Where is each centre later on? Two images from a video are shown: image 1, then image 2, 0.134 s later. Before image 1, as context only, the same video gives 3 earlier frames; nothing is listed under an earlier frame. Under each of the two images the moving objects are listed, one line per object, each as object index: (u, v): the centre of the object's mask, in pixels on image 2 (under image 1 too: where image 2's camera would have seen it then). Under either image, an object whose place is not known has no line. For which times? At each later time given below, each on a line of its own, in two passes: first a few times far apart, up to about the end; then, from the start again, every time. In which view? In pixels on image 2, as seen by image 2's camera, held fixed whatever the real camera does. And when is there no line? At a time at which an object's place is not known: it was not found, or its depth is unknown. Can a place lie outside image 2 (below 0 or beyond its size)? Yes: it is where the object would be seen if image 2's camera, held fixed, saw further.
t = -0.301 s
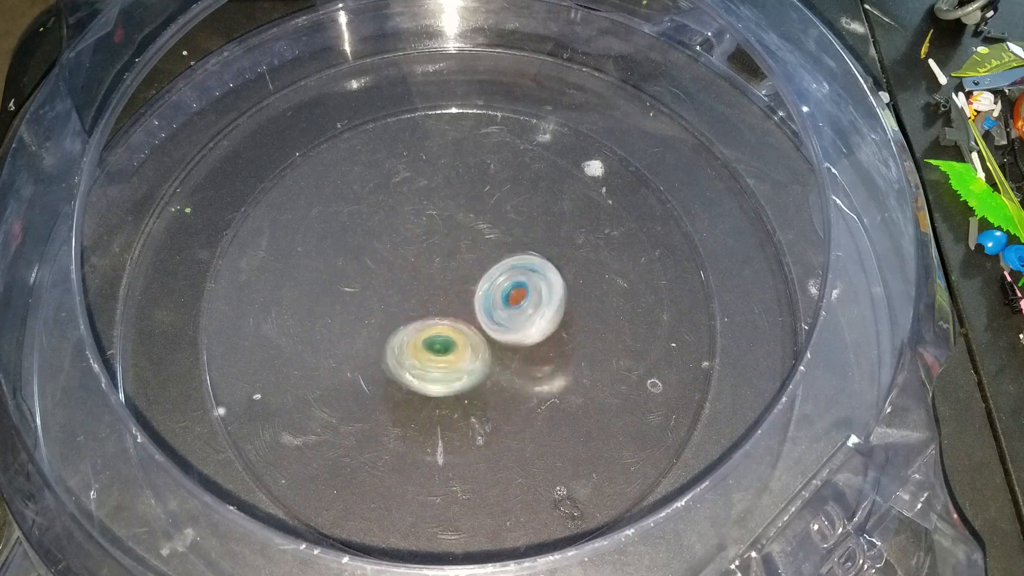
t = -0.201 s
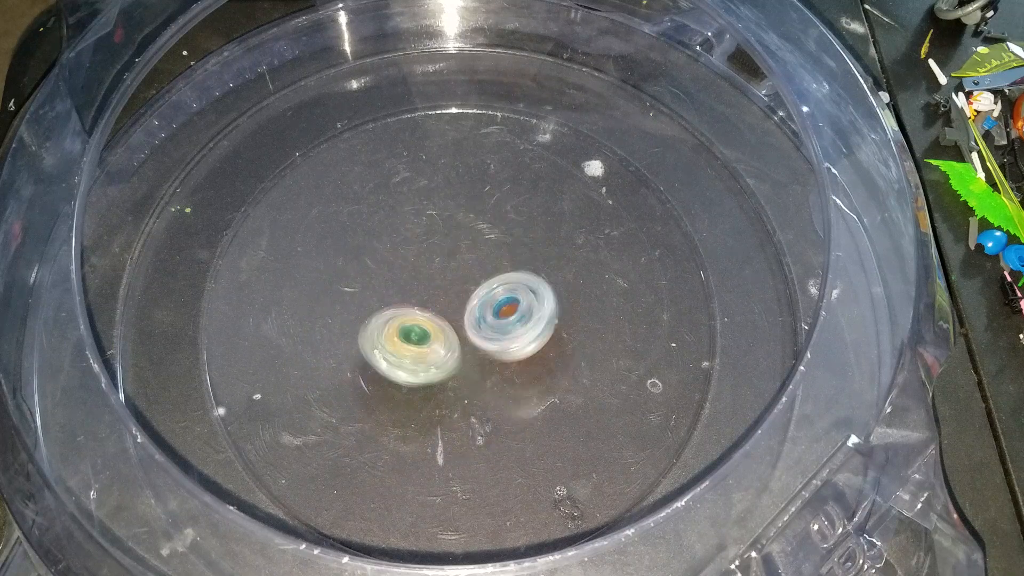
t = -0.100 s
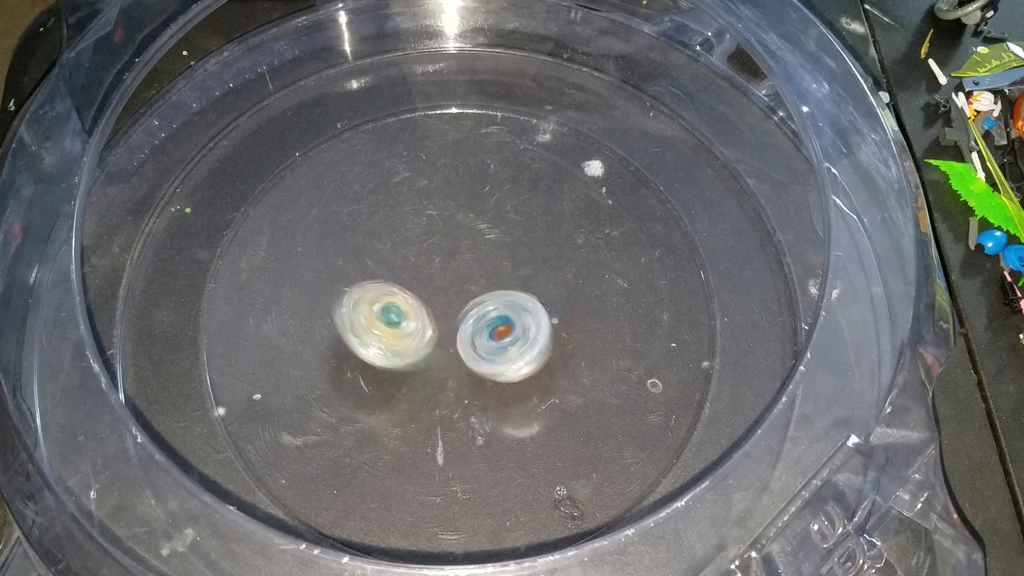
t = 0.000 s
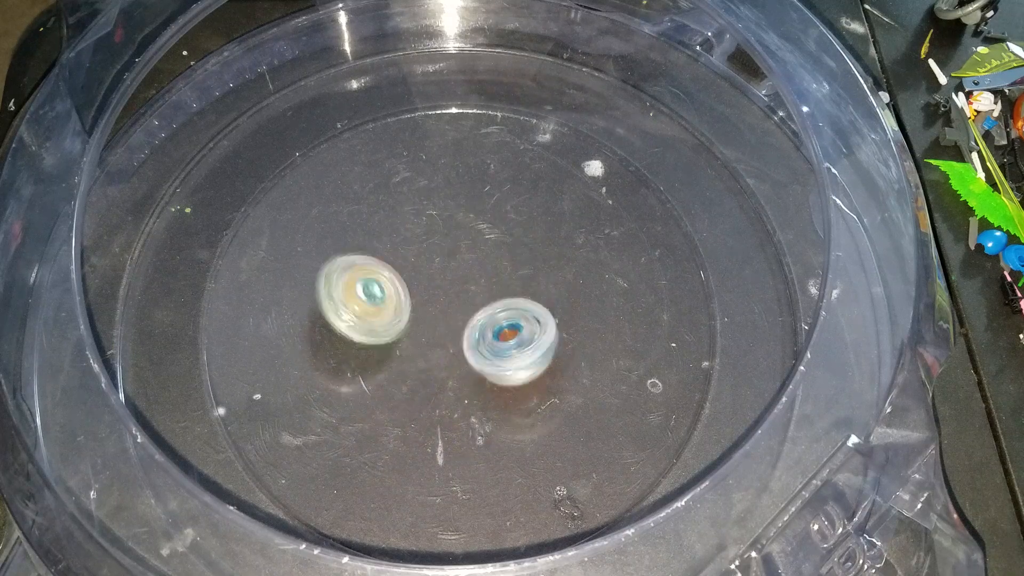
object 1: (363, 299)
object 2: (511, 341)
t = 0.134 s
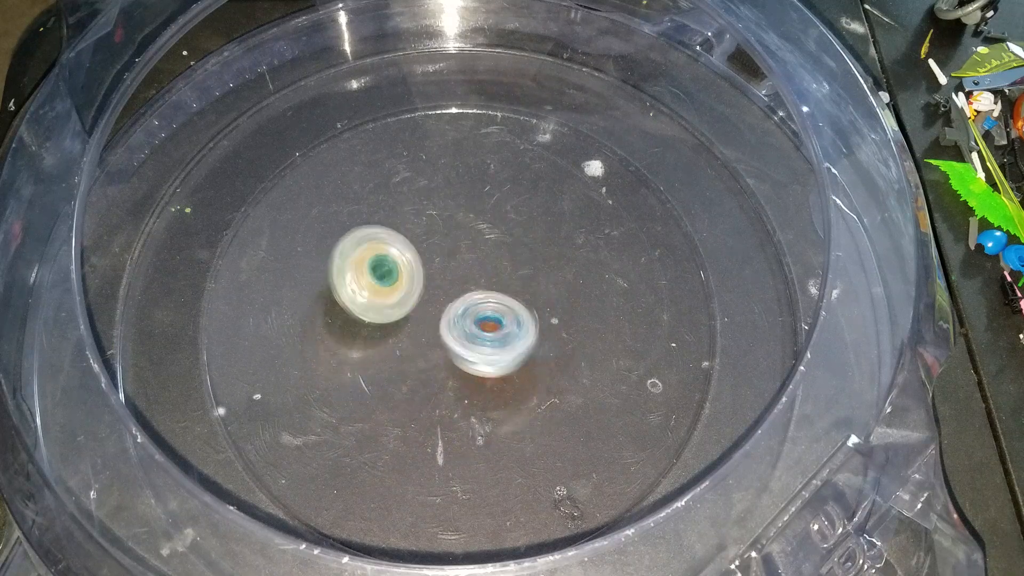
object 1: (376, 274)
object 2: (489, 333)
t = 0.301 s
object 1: (412, 247)
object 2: (461, 324)
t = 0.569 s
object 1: (498, 255)
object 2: (438, 347)
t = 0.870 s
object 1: (532, 353)
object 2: (392, 326)
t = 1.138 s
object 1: (435, 371)
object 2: (448, 272)
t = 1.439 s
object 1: (390, 306)
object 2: (499, 253)
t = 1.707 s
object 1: (423, 314)
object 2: (515, 270)
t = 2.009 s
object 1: (421, 343)
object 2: (502, 290)
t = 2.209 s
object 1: (425, 335)
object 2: (508, 294)
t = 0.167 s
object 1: (382, 269)
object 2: (479, 329)
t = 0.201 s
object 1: (390, 266)
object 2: (471, 324)
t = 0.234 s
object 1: (397, 260)
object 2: (466, 322)
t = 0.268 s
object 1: (405, 252)
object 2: (463, 325)
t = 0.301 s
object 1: (412, 247)
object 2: (461, 324)
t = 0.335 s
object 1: (422, 245)
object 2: (461, 325)
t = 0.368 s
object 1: (432, 240)
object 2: (462, 331)
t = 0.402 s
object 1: (439, 239)
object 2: (461, 337)
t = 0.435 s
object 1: (449, 240)
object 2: (456, 338)
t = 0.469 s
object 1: (460, 244)
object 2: (452, 336)
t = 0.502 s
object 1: (471, 250)
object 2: (451, 335)
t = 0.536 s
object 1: (485, 252)
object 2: (444, 343)
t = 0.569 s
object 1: (498, 255)
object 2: (438, 347)
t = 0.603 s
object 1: (508, 263)
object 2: (435, 349)
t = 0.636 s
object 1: (515, 273)
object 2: (432, 351)
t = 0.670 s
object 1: (519, 283)
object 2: (430, 351)
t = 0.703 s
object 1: (521, 296)
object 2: (429, 349)
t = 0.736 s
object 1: (521, 309)
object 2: (430, 348)
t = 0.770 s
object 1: (518, 320)
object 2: (428, 345)
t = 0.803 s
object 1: (526, 333)
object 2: (414, 339)
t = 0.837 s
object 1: (533, 342)
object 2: (399, 334)
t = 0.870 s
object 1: (532, 353)
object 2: (392, 326)
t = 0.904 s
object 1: (528, 359)
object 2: (392, 319)
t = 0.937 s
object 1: (516, 366)
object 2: (397, 315)
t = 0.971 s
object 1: (504, 370)
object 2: (403, 311)
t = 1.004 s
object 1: (490, 373)
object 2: (411, 307)
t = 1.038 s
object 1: (476, 373)
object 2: (419, 302)
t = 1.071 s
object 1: (461, 373)
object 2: (429, 296)
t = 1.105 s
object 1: (448, 374)
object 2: (438, 284)
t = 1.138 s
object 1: (435, 371)
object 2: (448, 272)
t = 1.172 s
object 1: (424, 366)
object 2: (457, 262)
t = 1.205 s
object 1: (415, 358)
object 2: (465, 252)
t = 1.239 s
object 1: (409, 350)
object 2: (471, 246)
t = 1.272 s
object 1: (406, 340)
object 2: (474, 242)
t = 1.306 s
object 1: (404, 331)
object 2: (476, 242)
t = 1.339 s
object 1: (405, 321)
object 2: (476, 246)
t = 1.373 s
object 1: (405, 313)
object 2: (474, 251)
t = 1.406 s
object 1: (398, 309)
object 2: (485, 252)
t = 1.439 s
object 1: (390, 306)
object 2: (499, 253)
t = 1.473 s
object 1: (389, 304)
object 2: (507, 254)
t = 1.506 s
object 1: (392, 303)
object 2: (512, 256)
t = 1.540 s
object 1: (400, 302)
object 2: (513, 259)
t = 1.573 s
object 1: (412, 303)
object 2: (509, 263)
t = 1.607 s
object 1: (420, 304)
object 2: (505, 265)
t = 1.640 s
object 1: (421, 308)
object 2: (510, 267)
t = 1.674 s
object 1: (420, 311)
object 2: (516, 268)
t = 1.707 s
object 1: (423, 314)
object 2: (515, 270)
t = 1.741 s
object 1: (426, 320)
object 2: (513, 274)
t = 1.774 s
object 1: (427, 325)
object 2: (509, 278)
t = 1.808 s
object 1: (429, 331)
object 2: (507, 282)
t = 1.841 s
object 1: (428, 336)
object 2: (506, 286)
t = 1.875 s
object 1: (426, 339)
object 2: (503, 288)
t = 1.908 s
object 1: (425, 342)
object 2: (502, 289)
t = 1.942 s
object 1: (422, 343)
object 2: (502, 289)
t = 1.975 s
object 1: (421, 342)
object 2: (502, 290)
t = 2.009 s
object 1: (421, 343)
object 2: (502, 290)
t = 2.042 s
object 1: (421, 342)
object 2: (502, 290)
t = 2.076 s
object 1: (423, 343)
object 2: (502, 290)
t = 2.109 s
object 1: (425, 343)
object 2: (502, 290)
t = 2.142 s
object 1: (428, 339)
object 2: (504, 290)
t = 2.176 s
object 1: (426, 337)
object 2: (507, 292)
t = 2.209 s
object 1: (425, 335)
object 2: (508, 294)
